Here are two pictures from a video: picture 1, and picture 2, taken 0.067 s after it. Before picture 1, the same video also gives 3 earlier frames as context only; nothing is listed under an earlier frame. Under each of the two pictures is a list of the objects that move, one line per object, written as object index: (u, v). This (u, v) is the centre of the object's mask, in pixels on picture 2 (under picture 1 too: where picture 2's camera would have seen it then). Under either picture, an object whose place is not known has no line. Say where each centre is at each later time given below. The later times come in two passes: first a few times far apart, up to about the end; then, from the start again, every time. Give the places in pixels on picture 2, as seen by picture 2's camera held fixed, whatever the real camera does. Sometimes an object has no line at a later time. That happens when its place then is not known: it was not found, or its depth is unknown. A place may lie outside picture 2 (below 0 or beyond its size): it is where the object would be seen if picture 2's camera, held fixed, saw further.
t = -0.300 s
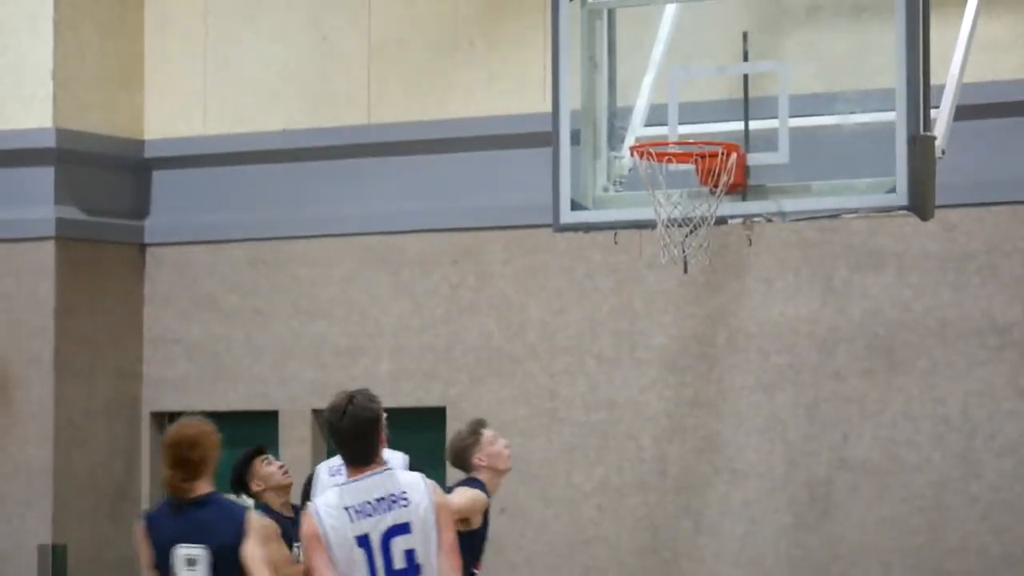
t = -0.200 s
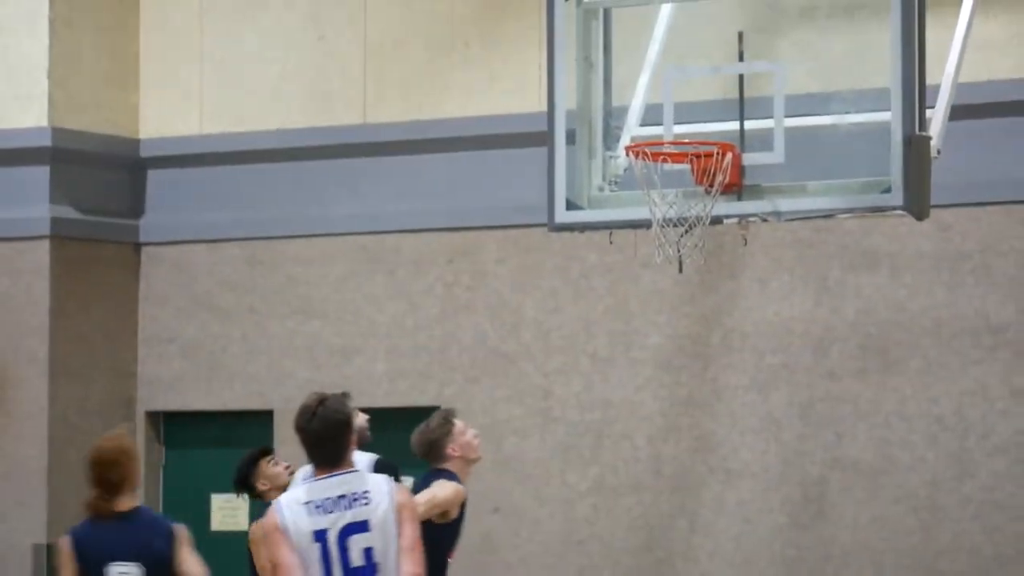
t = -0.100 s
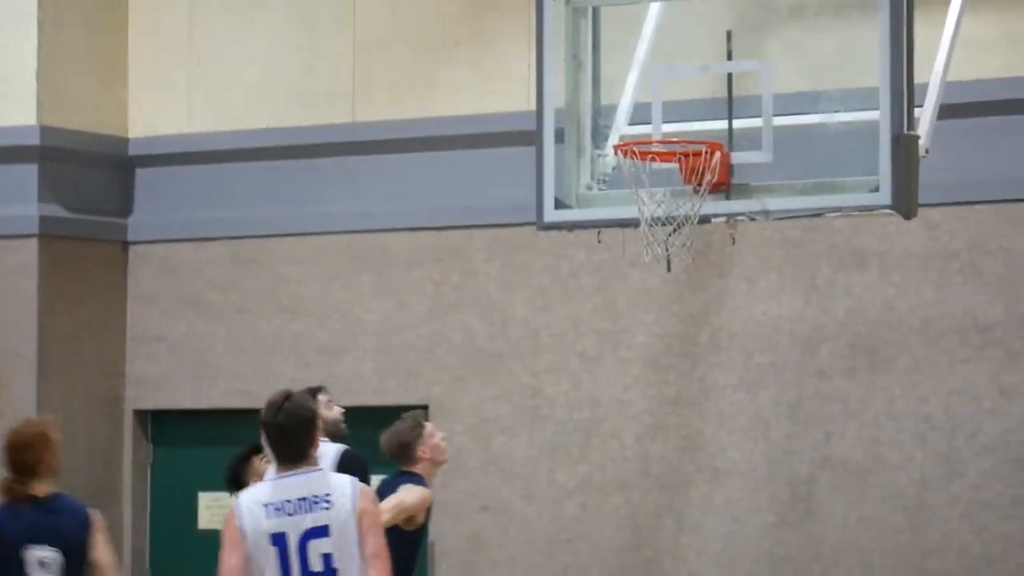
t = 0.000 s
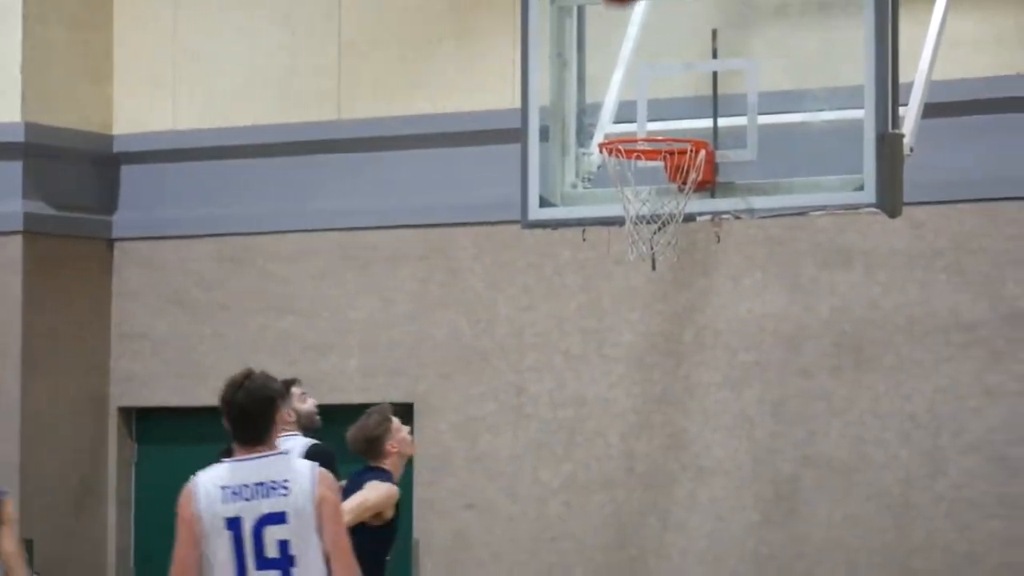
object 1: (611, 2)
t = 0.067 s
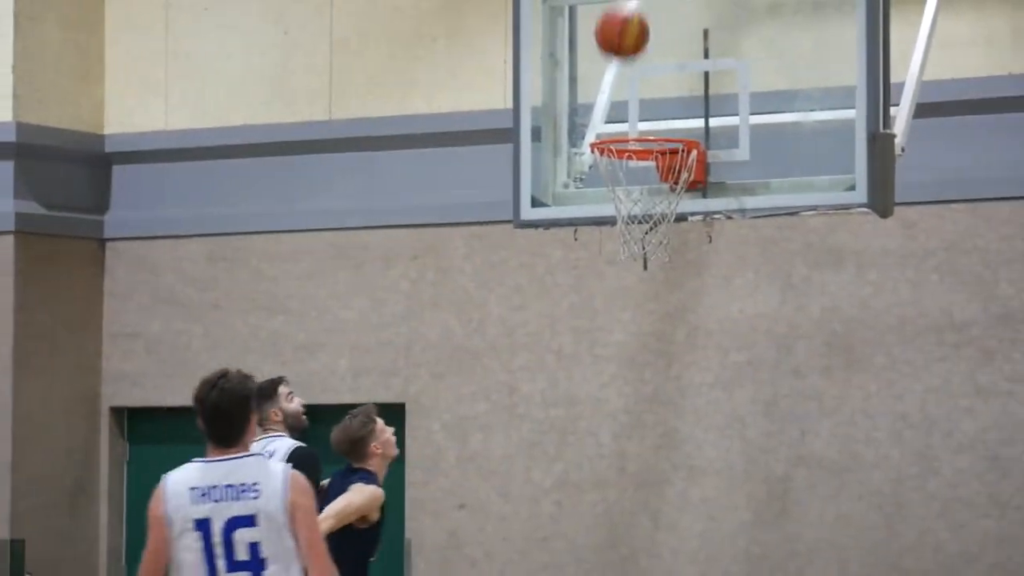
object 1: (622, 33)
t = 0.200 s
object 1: (643, 161)
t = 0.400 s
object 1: (677, 181)
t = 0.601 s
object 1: (664, 208)
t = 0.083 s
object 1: (624, 49)
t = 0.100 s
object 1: (627, 64)
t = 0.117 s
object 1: (629, 81)
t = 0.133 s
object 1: (631, 97)
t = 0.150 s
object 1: (632, 114)
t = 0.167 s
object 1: (636, 130)
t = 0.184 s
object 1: (636, 149)
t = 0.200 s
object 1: (643, 161)
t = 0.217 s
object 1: (647, 168)
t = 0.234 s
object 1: (658, 179)
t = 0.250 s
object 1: (665, 192)
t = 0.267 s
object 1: (671, 197)
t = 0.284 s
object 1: (675, 198)
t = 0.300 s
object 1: (677, 196)
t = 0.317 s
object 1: (677, 191)
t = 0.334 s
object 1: (677, 191)
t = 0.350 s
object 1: (677, 190)
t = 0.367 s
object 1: (677, 186)
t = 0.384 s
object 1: (677, 182)
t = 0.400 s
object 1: (677, 181)
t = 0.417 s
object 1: (676, 179)
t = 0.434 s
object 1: (674, 181)
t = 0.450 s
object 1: (673, 181)
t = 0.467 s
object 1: (673, 180)
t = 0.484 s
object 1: (671, 182)
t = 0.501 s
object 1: (670, 184)
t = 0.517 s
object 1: (669, 186)
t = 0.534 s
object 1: (668, 189)
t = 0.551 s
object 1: (667, 192)
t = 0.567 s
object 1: (666, 196)
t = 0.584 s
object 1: (664, 202)
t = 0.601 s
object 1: (664, 208)
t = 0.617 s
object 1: (663, 214)
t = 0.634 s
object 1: (661, 221)
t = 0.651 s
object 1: (660, 229)
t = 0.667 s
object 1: (660, 237)
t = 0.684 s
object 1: (659, 245)
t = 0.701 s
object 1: (658, 255)
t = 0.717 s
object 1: (657, 264)
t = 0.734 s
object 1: (655, 275)
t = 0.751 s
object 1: (655, 287)
